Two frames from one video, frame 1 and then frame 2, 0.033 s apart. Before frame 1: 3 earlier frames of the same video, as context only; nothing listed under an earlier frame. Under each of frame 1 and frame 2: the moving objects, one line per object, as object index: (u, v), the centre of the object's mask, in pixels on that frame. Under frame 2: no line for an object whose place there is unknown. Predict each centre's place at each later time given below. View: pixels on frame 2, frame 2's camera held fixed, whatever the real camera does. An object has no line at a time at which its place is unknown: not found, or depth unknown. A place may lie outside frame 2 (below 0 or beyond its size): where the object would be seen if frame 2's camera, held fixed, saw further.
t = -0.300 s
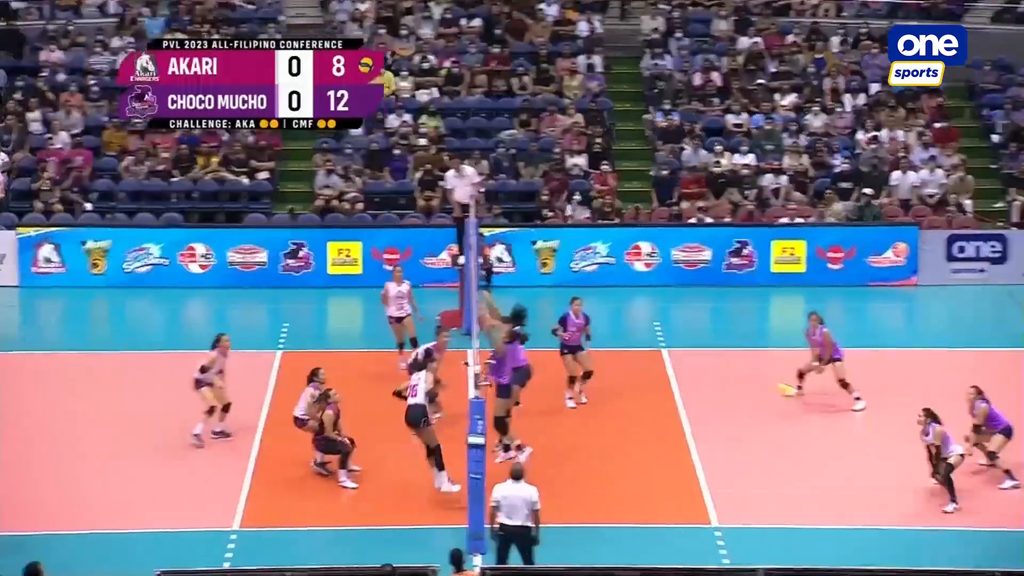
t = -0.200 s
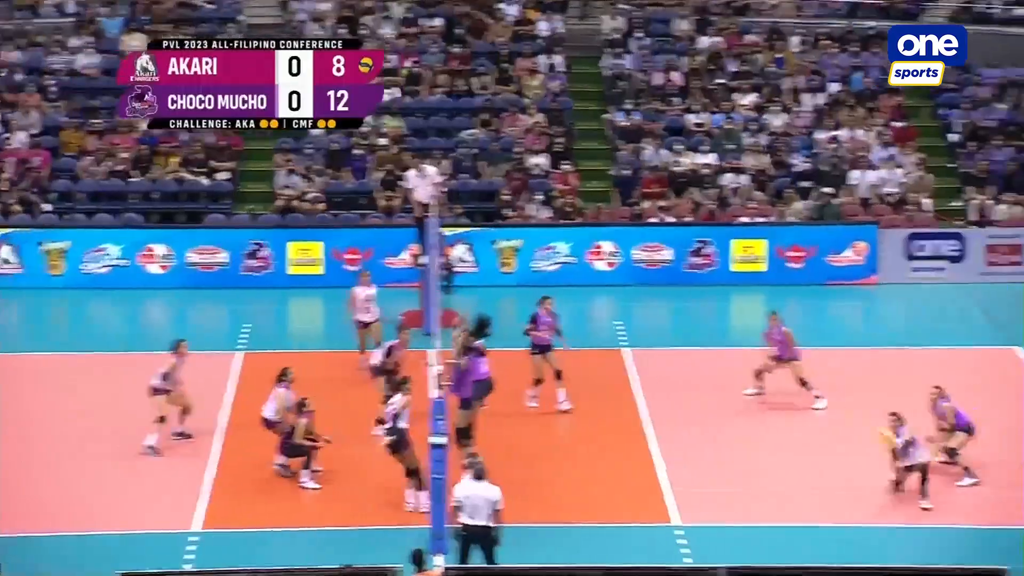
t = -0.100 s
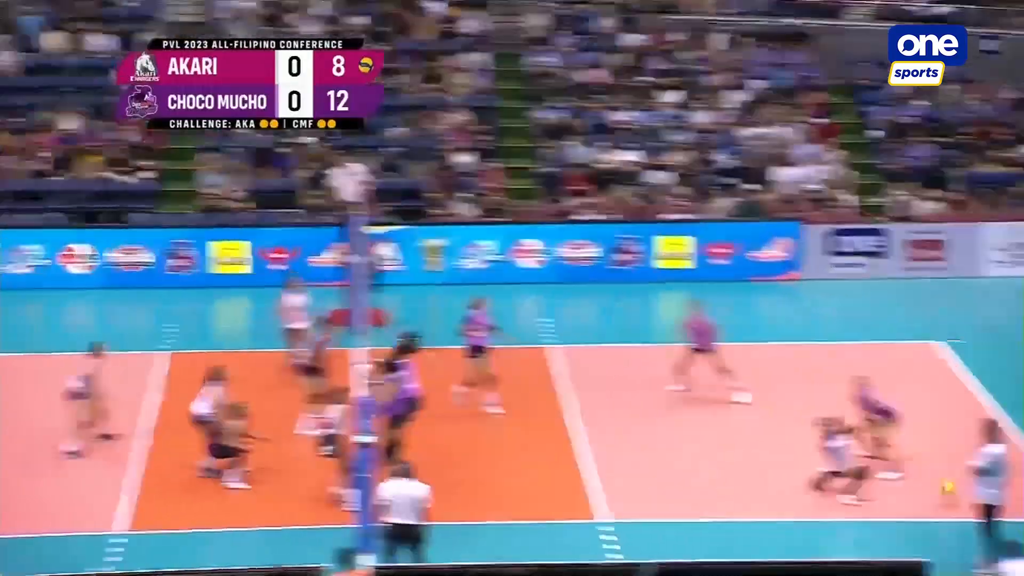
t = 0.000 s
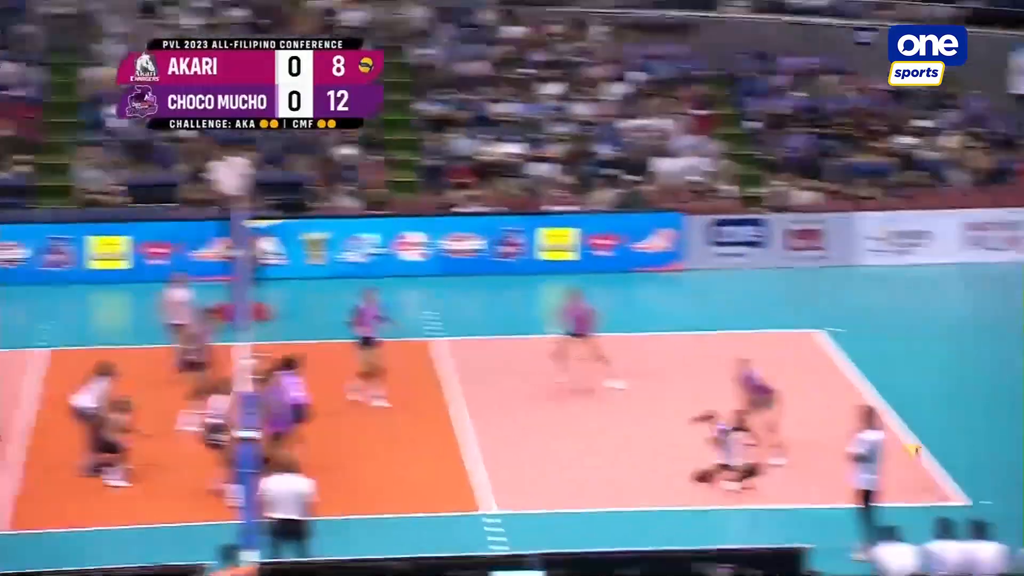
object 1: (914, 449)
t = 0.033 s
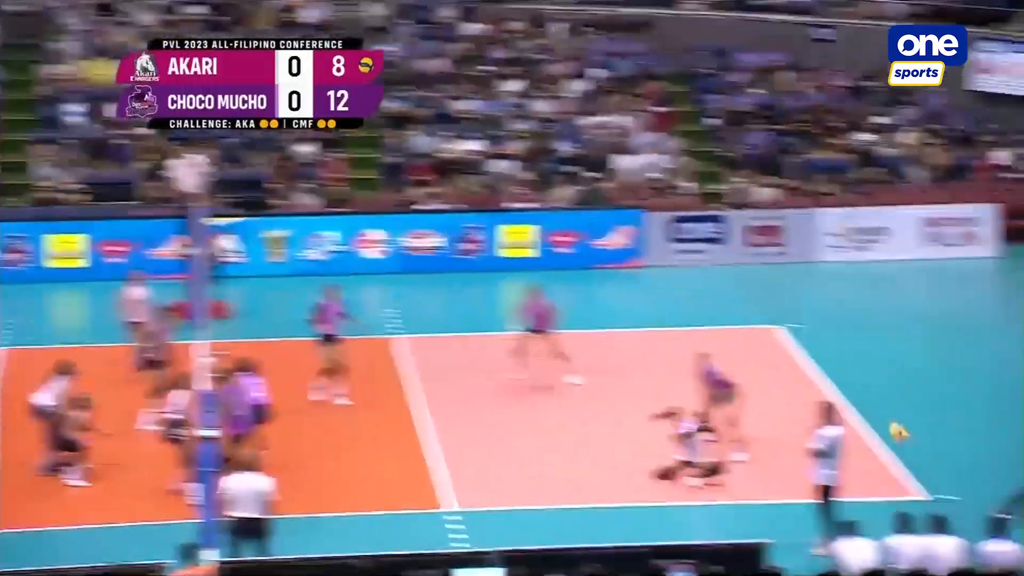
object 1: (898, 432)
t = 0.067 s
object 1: (927, 420)
